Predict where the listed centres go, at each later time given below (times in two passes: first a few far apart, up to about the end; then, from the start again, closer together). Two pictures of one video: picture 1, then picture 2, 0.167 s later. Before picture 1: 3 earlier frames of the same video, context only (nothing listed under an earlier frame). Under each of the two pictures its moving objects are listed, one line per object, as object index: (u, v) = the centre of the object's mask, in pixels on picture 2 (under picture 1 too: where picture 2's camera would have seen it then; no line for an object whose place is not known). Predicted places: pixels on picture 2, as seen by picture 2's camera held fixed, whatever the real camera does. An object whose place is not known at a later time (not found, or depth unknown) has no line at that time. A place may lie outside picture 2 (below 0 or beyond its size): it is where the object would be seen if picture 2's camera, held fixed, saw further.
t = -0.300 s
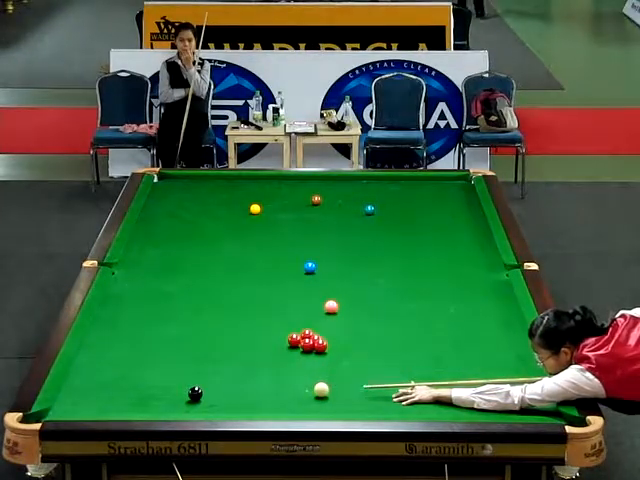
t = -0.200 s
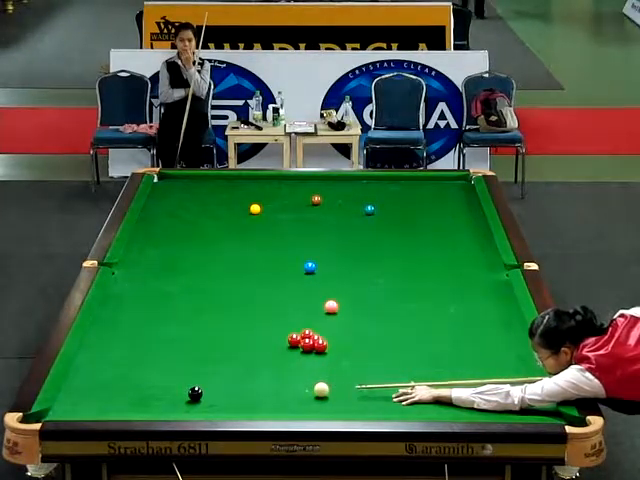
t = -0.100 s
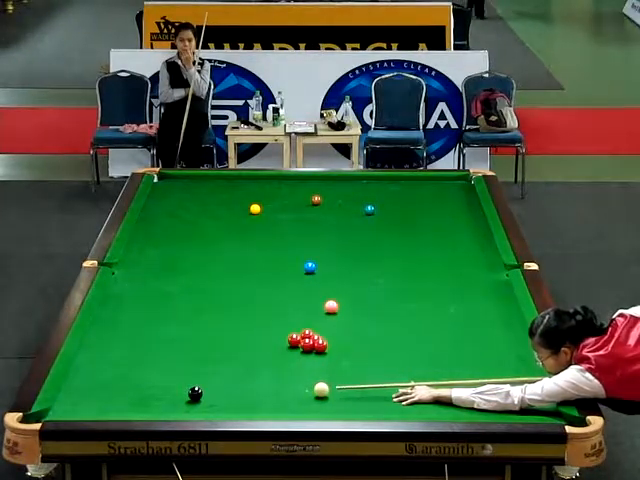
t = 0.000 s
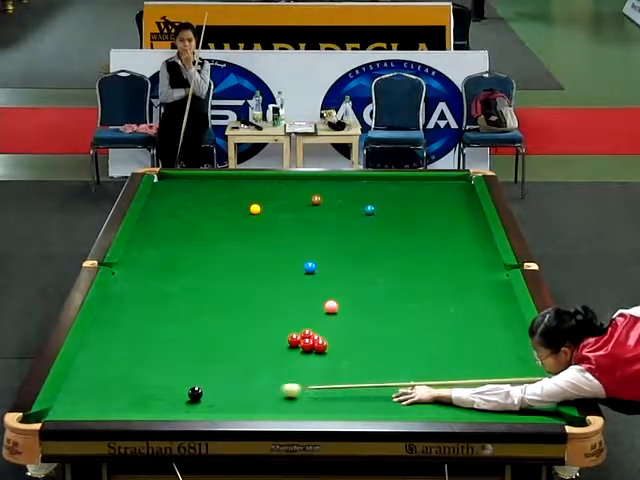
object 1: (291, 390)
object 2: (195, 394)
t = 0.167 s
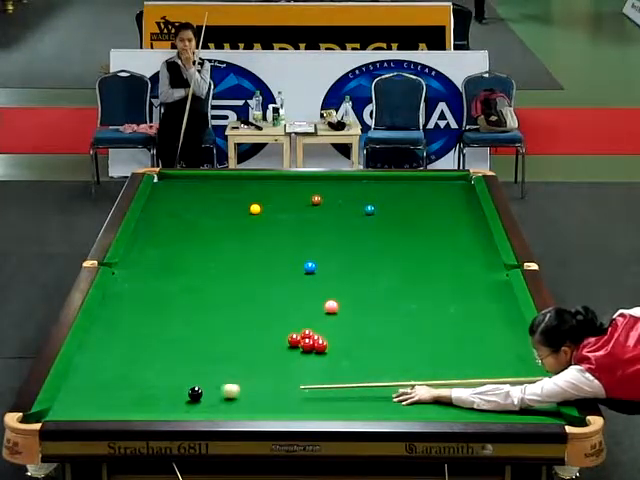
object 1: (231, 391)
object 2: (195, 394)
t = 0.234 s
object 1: (208, 391)
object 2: (193, 394)
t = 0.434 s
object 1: (191, 385)
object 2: (143, 401)
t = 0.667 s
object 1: (167, 378)
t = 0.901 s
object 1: (144, 373)
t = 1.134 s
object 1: (123, 367)
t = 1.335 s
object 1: (106, 363)
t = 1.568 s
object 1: (87, 358)
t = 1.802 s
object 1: (91, 354)
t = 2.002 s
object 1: (102, 352)
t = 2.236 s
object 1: (114, 349)
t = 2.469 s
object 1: (125, 347)
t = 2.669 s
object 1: (133, 345)
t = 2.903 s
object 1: (142, 343)
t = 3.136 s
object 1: (150, 341)
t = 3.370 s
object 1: (157, 340)
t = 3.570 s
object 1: (161, 339)
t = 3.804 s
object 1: (166, 338)
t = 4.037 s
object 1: (169, 338)
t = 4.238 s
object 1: (171, 337)
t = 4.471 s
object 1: (173, 337)
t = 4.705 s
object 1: (173, 337)
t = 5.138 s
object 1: (174, 335)
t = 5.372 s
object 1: (174, 335)
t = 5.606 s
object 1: (173, 336)
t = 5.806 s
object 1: (173, 336)
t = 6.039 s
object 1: (177, 335)
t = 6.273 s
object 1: (173, 336)
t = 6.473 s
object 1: (173, 336)
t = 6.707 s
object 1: (173, 337)
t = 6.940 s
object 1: (173, 337)
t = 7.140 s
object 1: (173, 337)
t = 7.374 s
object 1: (173, 337)
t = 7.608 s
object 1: (173, 337)
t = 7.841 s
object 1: (173, 337)
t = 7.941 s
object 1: (173, 337)
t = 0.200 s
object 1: (218, 391)
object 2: (195, 394)
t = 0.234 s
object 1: (208, 391)
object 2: (193, 394)
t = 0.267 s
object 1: (206, 390)
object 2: (183, 395)
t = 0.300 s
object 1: (204, 389)
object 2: (174, 397)
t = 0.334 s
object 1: (201, 388)
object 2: (166, 398)
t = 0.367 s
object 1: (198, 387)
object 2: (157, 399)
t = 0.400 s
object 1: (194, 386)
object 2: (150, 400)
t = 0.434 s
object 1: (191, 385)
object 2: (143, 401)
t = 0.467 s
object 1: (187, 384)
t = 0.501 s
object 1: (184, 383)
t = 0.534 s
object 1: (180, 382)
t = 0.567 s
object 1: (177, 381)
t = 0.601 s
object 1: (173, 380)
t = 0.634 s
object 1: (170, 379)
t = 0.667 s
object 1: (167, 378)
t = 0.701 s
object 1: (164, 378)
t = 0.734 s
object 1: (160, 377)
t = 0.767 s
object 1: (157, 376)
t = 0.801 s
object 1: (154, 375)
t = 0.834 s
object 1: (151, 374)
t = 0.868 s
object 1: (148, 374)
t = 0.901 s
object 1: (144, 373)
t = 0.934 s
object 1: (141, 372)
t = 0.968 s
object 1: (138, 371)
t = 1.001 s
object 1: (135, 370)
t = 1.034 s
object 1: (132, 369)
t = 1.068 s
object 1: (129, 369)
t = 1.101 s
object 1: (126, 368)
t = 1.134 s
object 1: (123, 367)
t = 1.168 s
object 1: (120, 366)
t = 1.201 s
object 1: (117, 366)
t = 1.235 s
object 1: (115, 365)
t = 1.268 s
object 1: (112, 364)
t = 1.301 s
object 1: (109, 363)
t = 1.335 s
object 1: (106, 363)
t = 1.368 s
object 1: (103, 362)
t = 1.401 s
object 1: (100, 361)
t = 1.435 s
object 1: (98, 361)
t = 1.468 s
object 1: (95, 360)
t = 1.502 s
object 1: (93, 359)
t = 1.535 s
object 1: (90, 359)
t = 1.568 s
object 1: (87, 358)
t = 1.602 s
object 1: (85, 357)
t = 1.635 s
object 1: (83, 356)
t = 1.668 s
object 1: (83, 356)
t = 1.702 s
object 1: (85, 356)
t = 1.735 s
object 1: (87, 355)
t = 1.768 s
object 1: (89, 355)
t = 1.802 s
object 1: (91, 354)
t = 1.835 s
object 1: (93, 354)
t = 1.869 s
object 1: (95, 353)
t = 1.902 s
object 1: (96, 353)
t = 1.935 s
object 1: (98, 352)
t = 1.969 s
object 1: (100, 352)
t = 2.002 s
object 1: (102, 352)
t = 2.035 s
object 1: (104, 351)
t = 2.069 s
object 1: (106, 351)
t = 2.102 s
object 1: (108, 351)
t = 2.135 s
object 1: (109, 350)
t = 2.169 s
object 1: (111, 350)
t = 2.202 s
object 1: (113, 349)
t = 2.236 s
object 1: (114, 349)
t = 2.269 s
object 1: (116, 349)
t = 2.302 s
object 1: (117, 348)
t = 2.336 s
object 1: (119, 348)
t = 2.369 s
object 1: (120, 348)
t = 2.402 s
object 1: (122, 347)
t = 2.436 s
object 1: (123, 347)
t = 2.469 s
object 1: (125, 347)
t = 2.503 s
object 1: (126, 347)
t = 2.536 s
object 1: (128, 346)
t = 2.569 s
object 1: (130, 346)
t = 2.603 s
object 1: (131, 345)
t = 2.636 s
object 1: (132, 345)
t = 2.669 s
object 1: (133, 345)
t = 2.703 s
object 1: (135, 344)
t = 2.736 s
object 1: (136, 344)
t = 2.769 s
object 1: (137, 344)
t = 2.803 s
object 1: (139, 344)
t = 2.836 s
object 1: (140, 343)
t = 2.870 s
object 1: (141, 343)
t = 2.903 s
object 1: (142, 343)
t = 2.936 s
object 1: (143, 343)
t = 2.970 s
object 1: (145, 342)
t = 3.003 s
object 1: (146, 342)
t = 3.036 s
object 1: (147, 342)
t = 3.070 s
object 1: (148, 342)
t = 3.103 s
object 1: (149, 341)
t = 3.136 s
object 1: (150, 341)
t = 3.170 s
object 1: (151, 341)
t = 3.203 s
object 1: (152, 341)
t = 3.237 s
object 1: (153, 341)
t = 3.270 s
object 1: (154, 340)
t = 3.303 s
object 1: (155, 340)
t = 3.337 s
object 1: (156, 340)
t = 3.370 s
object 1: (157, 340)
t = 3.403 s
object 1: (157, 340)
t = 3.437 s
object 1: (158, 340)
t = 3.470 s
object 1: (159, 339)
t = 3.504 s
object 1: (160, 339)
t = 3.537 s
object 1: (161, 339)
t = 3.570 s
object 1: (161, 339)
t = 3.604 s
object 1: (162, 339)
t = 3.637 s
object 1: (162, 339)
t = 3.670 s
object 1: (163, 339)
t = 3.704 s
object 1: (164, 339)
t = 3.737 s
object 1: (165, 339)
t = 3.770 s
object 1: (165, 339)
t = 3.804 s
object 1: (166, 338)
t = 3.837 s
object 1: (166, 338)
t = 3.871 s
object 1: (167, 338)
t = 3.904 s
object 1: (167, 338)
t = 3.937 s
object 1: (168, 338)
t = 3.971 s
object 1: (169, 338)
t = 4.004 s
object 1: (169, 338)
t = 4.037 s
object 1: (169, 338)
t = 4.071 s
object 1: (170, 337)
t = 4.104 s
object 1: (170, 337)
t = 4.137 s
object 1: (171, 337)
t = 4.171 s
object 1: (171, 337)
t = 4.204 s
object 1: (171, 337)
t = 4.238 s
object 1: (171, 337)
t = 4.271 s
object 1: (172, 337)
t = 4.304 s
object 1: (172, 337)
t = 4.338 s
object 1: (172, 337)
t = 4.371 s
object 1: (172, 337)
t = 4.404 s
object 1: (172, 337)
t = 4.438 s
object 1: (173, 337)
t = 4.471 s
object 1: (173, 337)
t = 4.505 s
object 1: (173, 337)
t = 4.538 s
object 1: (173, 337)
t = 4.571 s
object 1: (173, 337)
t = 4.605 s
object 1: (173, 337)
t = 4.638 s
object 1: (173, 337)
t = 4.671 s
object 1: (173, 337)
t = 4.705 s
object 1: (173, 337)
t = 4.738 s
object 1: (171, 336)
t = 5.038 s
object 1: (177, 335)
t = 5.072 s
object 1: (174, 335)
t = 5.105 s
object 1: (174, 335)
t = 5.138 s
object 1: (174, 335)
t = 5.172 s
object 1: (174, 335)
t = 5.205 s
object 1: (173, 333)
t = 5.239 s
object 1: (174, 332)
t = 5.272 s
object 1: (175, 332)
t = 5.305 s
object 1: (176, 333)
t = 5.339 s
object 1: (175, 334)
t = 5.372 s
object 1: (174, 335)
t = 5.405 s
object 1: (173, 336)
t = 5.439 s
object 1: (173, 336)
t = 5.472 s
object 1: (173, 336)
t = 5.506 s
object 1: (173, 336)
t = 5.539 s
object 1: (173, 336)
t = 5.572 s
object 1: (173, 336)
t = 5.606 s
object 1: (173, 336)
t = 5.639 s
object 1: (173, 336)
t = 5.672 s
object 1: (173, 336)
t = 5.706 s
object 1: (173, 336)
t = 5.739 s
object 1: (173, 336)
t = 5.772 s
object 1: (173, 336)
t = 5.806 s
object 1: (173, 336)
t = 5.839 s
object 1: (173, 336)
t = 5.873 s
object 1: (171, 336)
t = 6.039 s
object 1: (177, 335)
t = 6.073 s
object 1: (173, 336)
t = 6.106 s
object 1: (173, 336)
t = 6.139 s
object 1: (173, 336)
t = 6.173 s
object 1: (173, 336)
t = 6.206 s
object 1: (173, 336)
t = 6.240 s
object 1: (173, 336)
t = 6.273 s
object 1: (173, 336)
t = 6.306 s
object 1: (173, 336)
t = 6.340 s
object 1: (173, 336)
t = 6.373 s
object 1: (173, 336)
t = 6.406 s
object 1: (173, 336)
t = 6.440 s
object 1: (173, 336)
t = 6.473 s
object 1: (173, 336)
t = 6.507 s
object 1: (173, 336)
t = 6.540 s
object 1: (173, 336)
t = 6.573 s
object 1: (173, 336)
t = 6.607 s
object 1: (173, 337)
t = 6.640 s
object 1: (173, 337)
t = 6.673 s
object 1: (173, 337)
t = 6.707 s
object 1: (173, 337)
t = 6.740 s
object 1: (173, 337)
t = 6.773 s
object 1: (173, 337)
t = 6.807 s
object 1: (173, 337)
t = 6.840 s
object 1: (173, 337)
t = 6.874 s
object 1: (173, 337)
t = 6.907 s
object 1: (173, 337)
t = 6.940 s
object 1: (173, 337)
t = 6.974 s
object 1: (173, 337)
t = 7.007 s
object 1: (173, 337)
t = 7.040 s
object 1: (173, 337)
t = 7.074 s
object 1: (173, 337)
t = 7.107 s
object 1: (173, 337)
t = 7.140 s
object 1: (173, 337)
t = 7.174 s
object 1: (173, 337)
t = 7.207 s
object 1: (173, 337)
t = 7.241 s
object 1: (173, 337)
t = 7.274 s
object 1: (173, 337)
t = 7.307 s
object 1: (173, 337)
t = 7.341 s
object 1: (173, 337)
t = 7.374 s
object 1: (173, 337)
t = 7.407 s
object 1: (173, 337)
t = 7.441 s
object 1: (173, 337)
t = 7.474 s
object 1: (173, 337)
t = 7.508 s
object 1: (173, 337)
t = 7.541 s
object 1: (173, 337)
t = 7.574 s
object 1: (173, 337)
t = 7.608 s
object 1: (173, 337)
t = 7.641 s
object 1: (173, 337)
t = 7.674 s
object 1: (173, 337)
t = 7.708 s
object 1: (173, 337)
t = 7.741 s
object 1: (173, 337)
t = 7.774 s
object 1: (173, 337)
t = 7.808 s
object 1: (173, 337)
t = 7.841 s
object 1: (173, 337)
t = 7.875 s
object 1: (173, 337)
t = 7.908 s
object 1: (173, 337)
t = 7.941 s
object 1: (173, 337)
